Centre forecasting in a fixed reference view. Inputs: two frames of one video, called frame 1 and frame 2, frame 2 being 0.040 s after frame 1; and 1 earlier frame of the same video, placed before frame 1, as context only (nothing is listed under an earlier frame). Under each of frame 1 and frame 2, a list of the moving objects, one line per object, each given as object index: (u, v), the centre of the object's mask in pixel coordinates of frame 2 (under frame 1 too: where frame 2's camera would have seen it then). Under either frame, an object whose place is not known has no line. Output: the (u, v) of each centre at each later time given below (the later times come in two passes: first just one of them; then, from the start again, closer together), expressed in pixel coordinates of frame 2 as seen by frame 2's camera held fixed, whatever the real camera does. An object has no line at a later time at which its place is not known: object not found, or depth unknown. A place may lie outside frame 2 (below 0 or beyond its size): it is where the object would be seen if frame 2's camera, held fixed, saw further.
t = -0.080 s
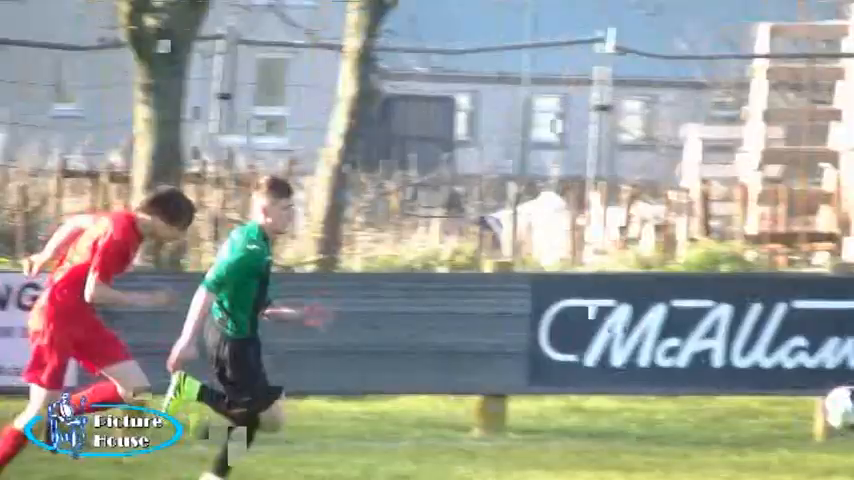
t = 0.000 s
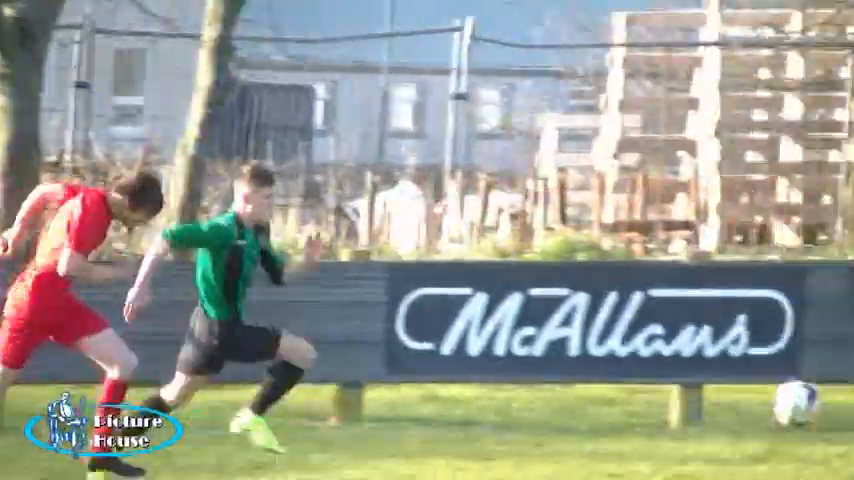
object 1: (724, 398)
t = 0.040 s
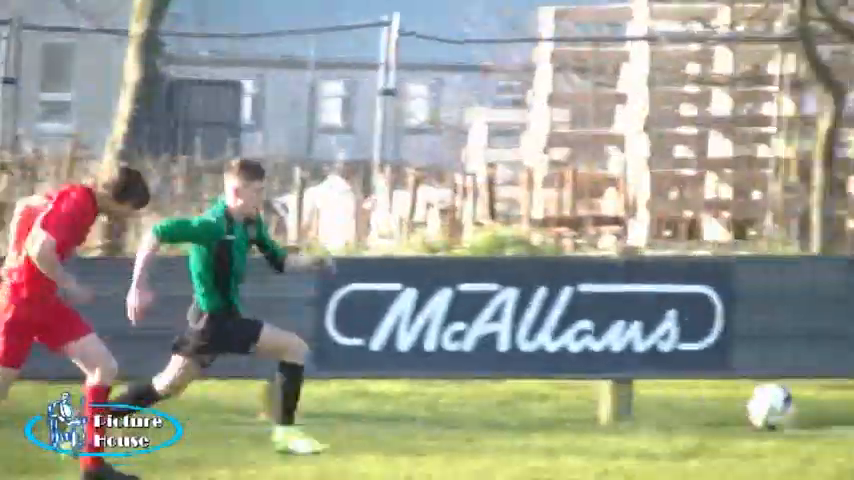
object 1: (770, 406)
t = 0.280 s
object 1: (1066, 464)
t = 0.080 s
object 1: (818, 419)
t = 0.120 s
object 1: (866, 438)
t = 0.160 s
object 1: (913, 456)
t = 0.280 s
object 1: (1066, 464)
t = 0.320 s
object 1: (1118, 453)
